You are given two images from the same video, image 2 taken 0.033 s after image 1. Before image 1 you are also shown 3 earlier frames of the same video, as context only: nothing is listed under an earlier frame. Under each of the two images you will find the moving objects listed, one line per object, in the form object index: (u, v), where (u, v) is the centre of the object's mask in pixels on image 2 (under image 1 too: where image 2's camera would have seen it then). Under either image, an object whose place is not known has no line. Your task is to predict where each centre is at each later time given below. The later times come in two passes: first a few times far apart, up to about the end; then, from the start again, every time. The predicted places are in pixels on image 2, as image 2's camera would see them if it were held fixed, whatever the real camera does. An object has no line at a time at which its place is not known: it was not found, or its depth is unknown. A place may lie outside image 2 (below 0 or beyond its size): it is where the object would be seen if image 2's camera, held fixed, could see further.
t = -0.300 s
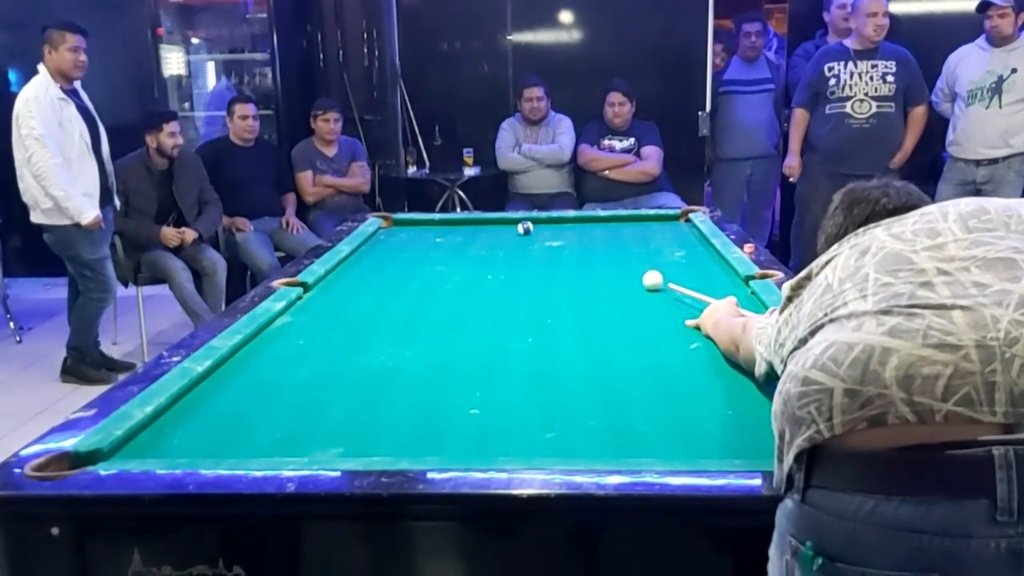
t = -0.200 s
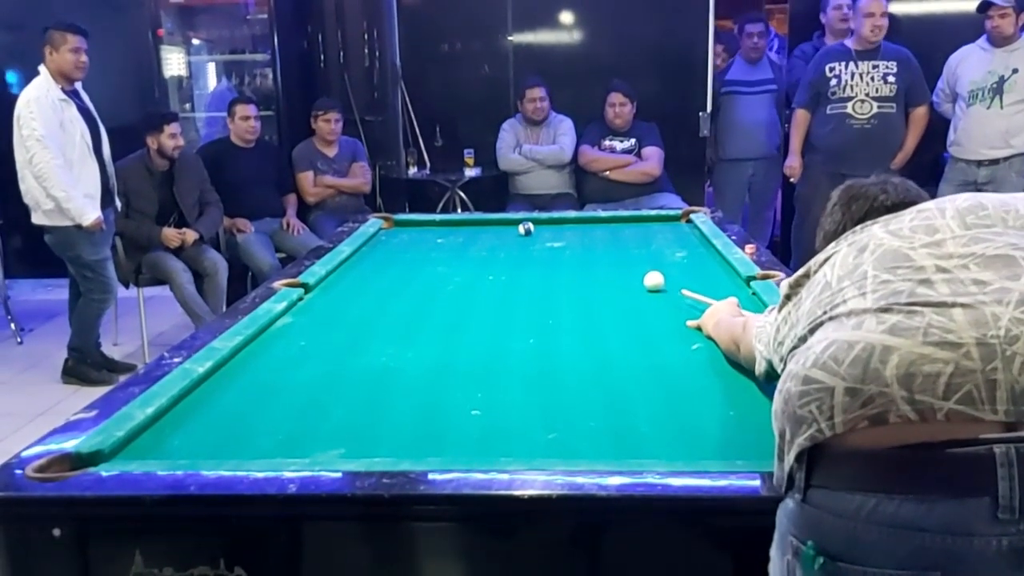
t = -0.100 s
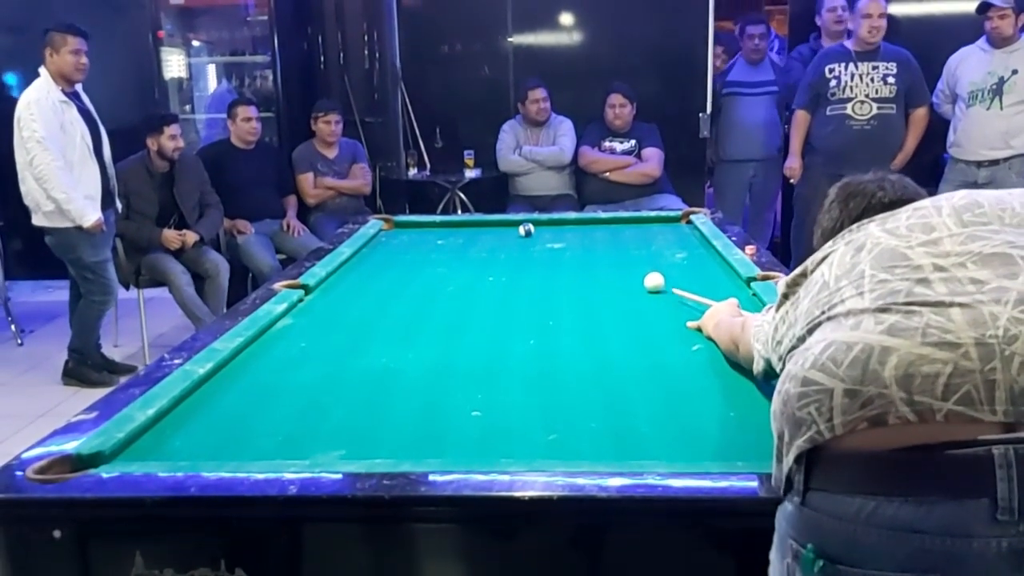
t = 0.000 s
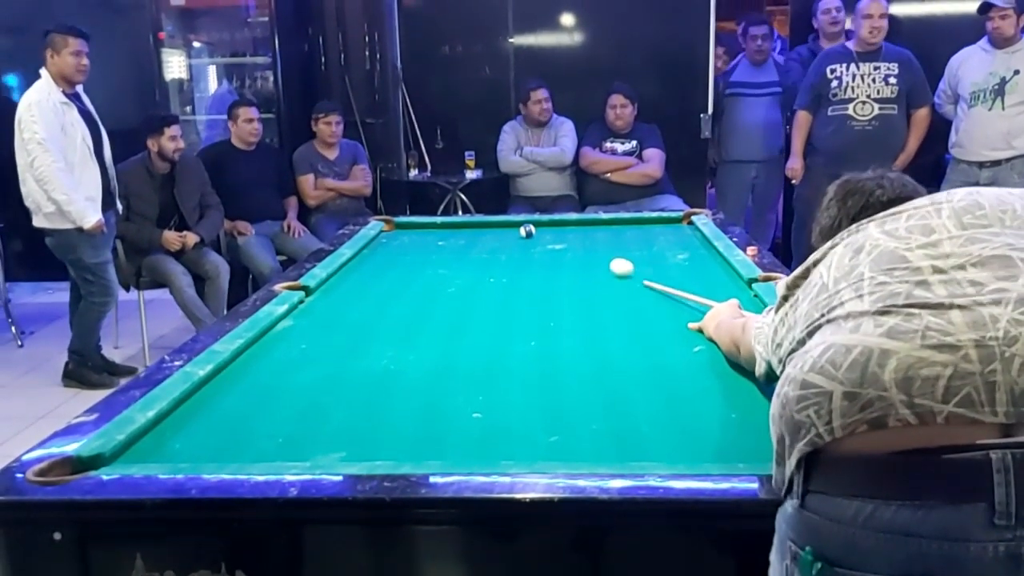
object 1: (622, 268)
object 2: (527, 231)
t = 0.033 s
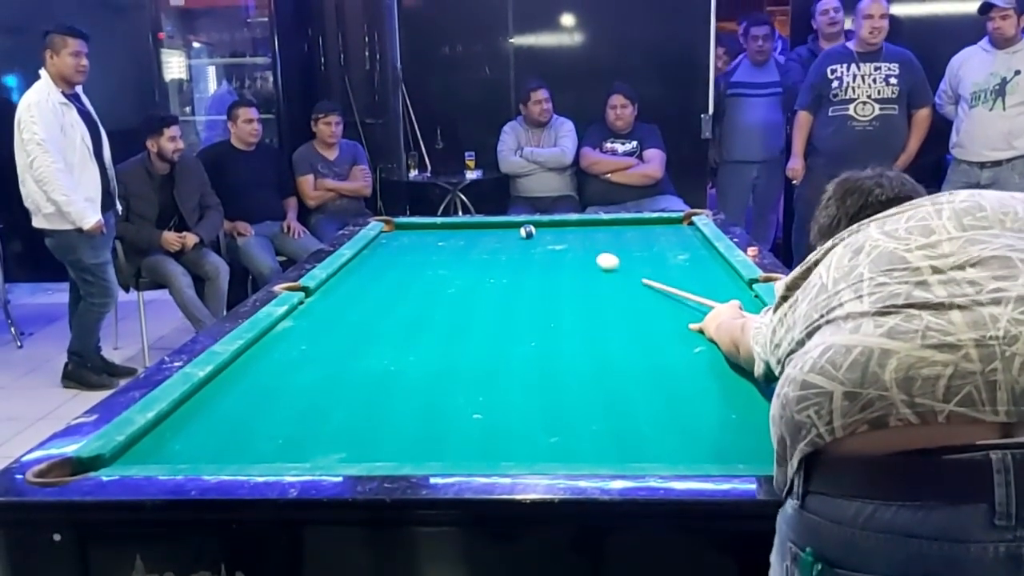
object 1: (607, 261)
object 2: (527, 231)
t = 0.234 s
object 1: (546, 234)
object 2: (527, 232)
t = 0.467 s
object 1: (578, 224)
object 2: (464, 229)
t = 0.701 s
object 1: (631, 233)
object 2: (410, 227)
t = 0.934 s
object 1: (689, 242)
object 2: (392, 226)
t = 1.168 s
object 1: (683, 252)
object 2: (402, 227)
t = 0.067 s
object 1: (594, 256)
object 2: (527, 231)
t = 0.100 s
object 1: (583, 251)
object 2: (527, 231)
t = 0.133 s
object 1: (573, 246)
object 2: (528, 231)
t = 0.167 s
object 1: (563, 241)
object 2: (528, 232)
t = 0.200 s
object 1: (555, 238)
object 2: (528, 232)
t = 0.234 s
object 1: (546, 234)
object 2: (527, 232)
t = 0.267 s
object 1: (542, 231)
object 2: (524, 231)
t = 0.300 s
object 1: (548, 229)
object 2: (512, 231)
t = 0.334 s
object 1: (553, 226)
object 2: (500, 230)
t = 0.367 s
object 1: (558, 224)
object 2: (491, 230)
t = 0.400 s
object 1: (563, 222)
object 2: (482, 229)
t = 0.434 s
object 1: (570, 223)
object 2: (473, 229)
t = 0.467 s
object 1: (578, 224)
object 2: (464, 229)
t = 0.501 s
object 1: (586, 225)
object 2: (456, 228)
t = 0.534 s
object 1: (593, 227)
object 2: (448, 228)
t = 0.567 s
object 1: (601, 228)
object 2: (441, 228)
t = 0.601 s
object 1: (608, 229)
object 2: (432, 227)
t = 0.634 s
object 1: (615, 230)
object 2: (424, 227)
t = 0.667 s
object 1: (623, 231)
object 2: (416, 226)
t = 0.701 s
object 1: (631, 233)
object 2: (410, 227)
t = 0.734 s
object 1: (639, 234)
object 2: (402, 225)
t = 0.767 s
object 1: (647, 235)
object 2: (394, 225)
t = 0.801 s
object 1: (655, 237)
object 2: (390, 225)
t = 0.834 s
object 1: (663, 238)
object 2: (393, 225)
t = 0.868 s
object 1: (672, 239)
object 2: (392, 226)
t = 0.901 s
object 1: (680, 241)
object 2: (391, 226)
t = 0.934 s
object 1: (689, 242)
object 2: (392, 226)
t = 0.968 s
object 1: (698, 243)
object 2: (393, 226)
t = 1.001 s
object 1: (705, 245)
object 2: (395, 226)
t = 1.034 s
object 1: (701, 246)
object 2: (396, 226)
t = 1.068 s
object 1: (696, 248)
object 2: (398, 227)
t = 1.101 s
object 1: (692, 249)
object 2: (399, 227)
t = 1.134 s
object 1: (687, 251)
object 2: (401, 227)
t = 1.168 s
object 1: (683, 252)
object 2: (402, 227)
